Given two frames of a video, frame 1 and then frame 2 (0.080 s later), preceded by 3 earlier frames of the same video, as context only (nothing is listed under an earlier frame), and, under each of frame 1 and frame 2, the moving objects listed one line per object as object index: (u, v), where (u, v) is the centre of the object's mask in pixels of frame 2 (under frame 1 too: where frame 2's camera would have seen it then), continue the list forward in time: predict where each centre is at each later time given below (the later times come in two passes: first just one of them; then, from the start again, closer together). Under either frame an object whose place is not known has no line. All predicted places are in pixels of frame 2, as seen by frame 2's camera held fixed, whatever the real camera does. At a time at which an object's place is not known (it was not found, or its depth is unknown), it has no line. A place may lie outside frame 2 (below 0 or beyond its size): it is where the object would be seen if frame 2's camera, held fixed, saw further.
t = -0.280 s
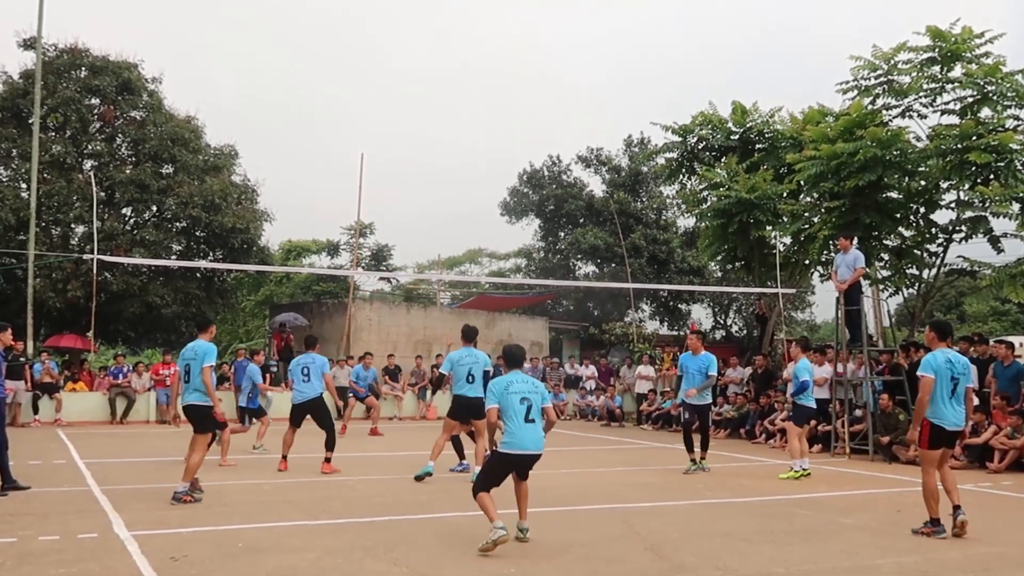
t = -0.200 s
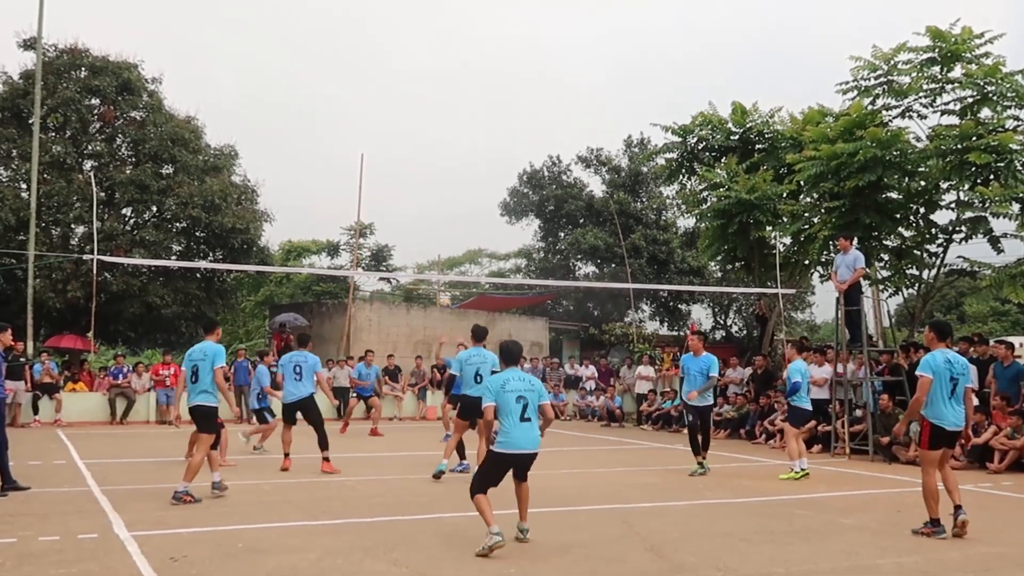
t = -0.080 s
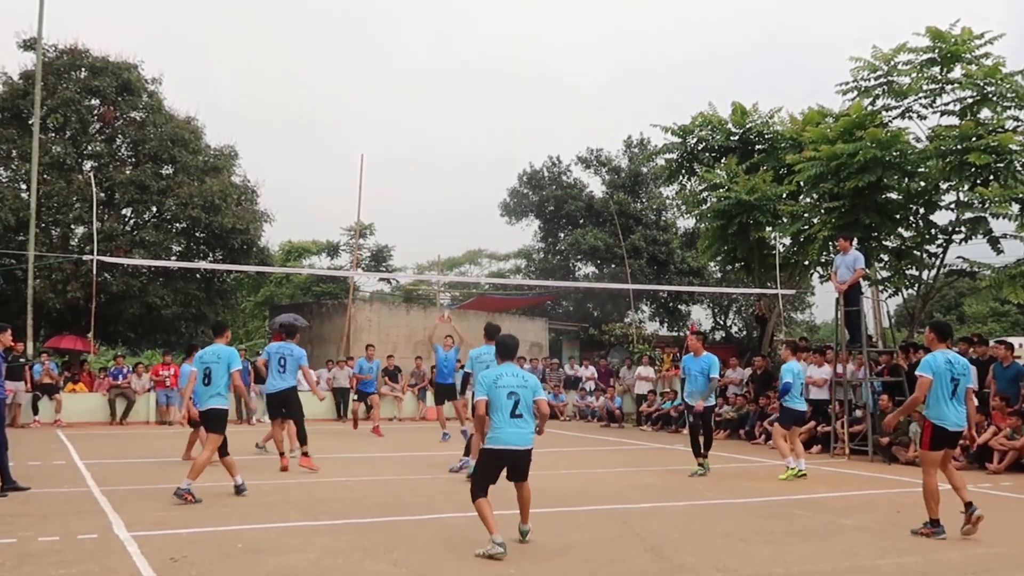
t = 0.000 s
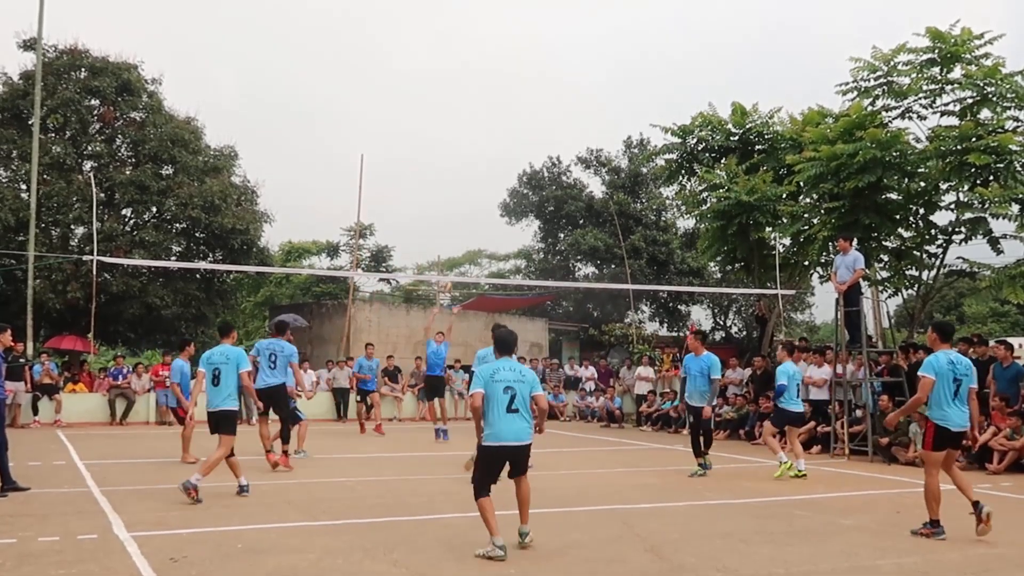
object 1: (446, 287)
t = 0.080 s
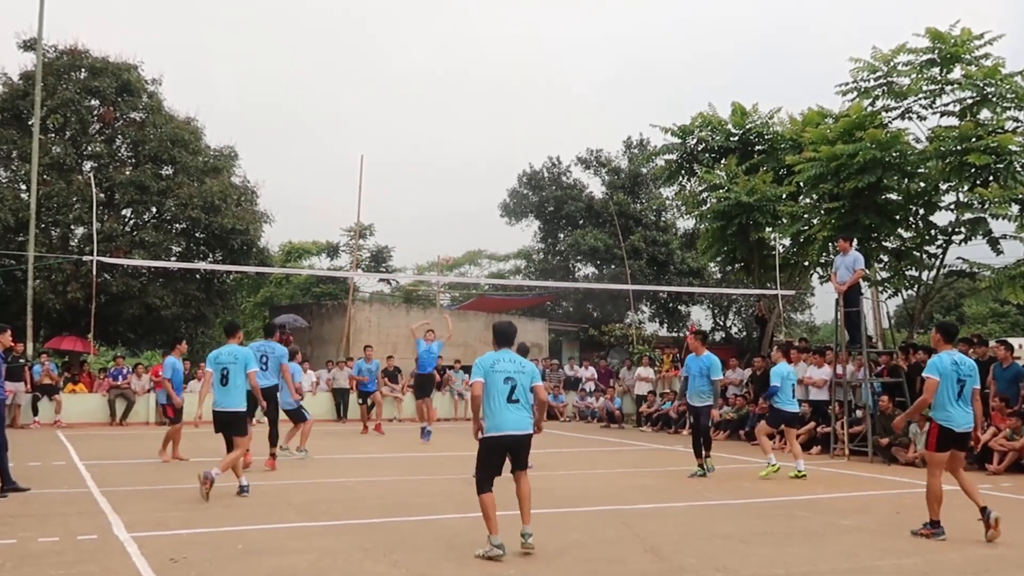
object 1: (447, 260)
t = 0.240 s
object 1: (450, 218)
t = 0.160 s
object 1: (448, 238)
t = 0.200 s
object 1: (449, 227)
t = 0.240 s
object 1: (450, 218)
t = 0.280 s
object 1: (450, 209)
